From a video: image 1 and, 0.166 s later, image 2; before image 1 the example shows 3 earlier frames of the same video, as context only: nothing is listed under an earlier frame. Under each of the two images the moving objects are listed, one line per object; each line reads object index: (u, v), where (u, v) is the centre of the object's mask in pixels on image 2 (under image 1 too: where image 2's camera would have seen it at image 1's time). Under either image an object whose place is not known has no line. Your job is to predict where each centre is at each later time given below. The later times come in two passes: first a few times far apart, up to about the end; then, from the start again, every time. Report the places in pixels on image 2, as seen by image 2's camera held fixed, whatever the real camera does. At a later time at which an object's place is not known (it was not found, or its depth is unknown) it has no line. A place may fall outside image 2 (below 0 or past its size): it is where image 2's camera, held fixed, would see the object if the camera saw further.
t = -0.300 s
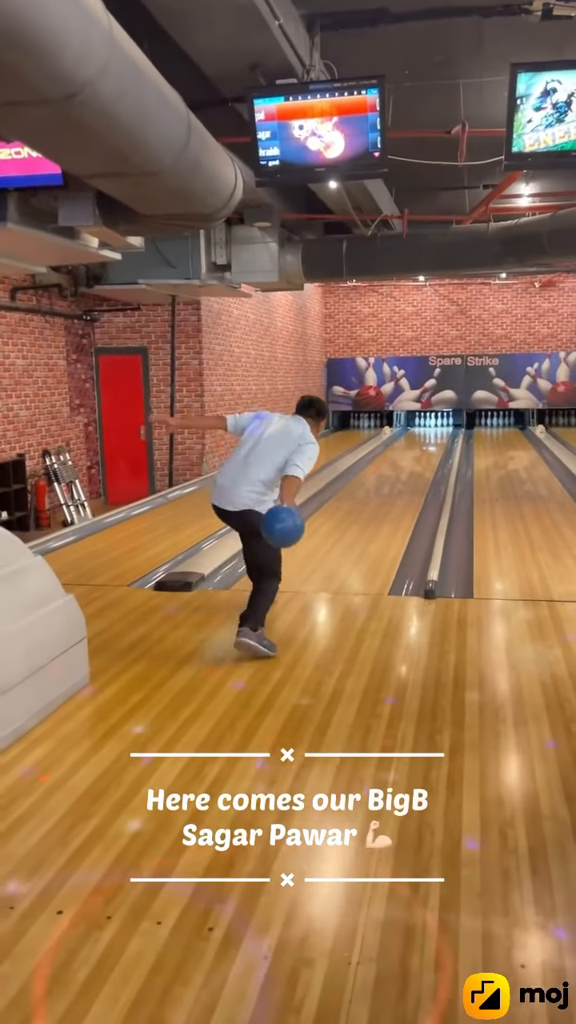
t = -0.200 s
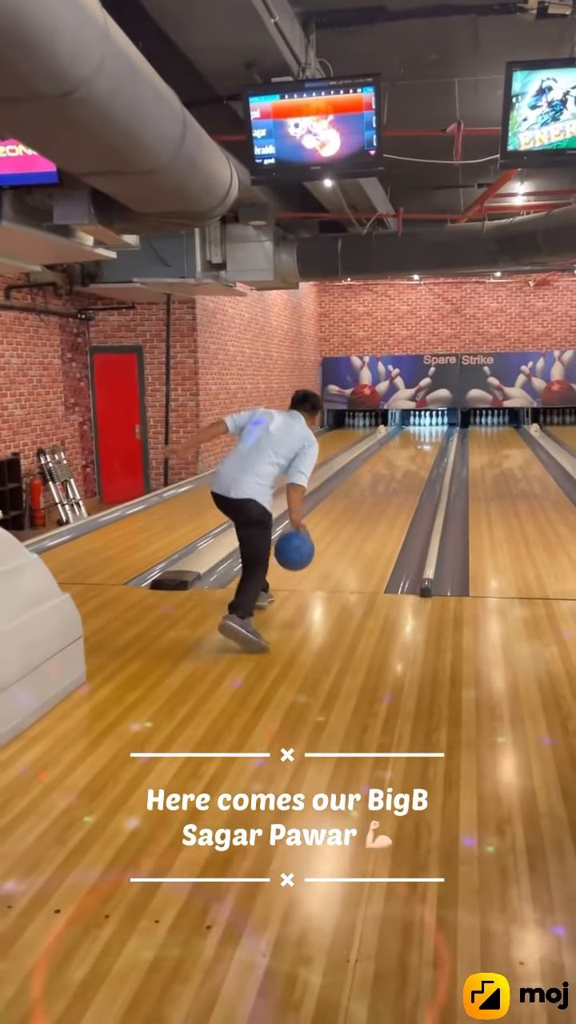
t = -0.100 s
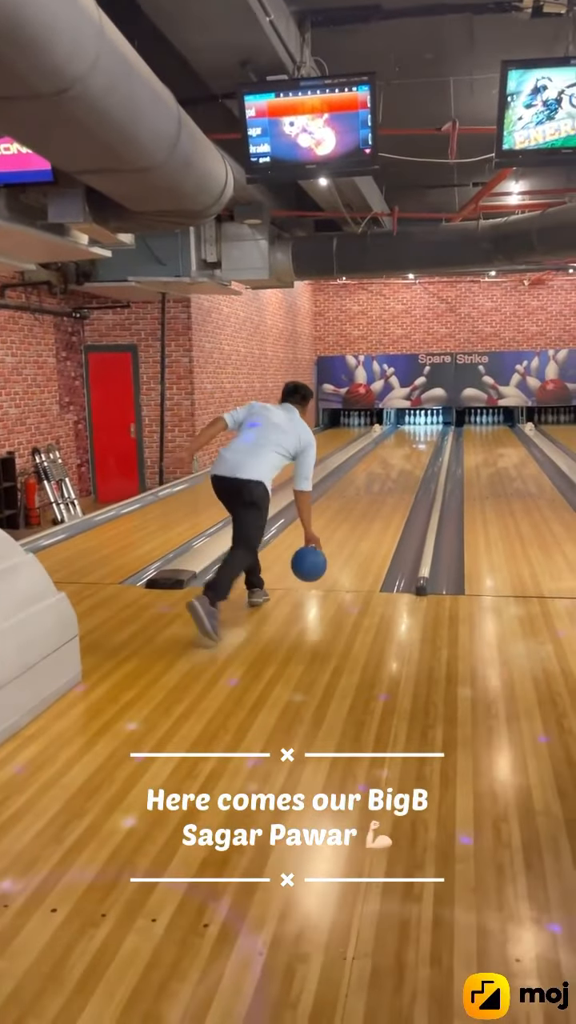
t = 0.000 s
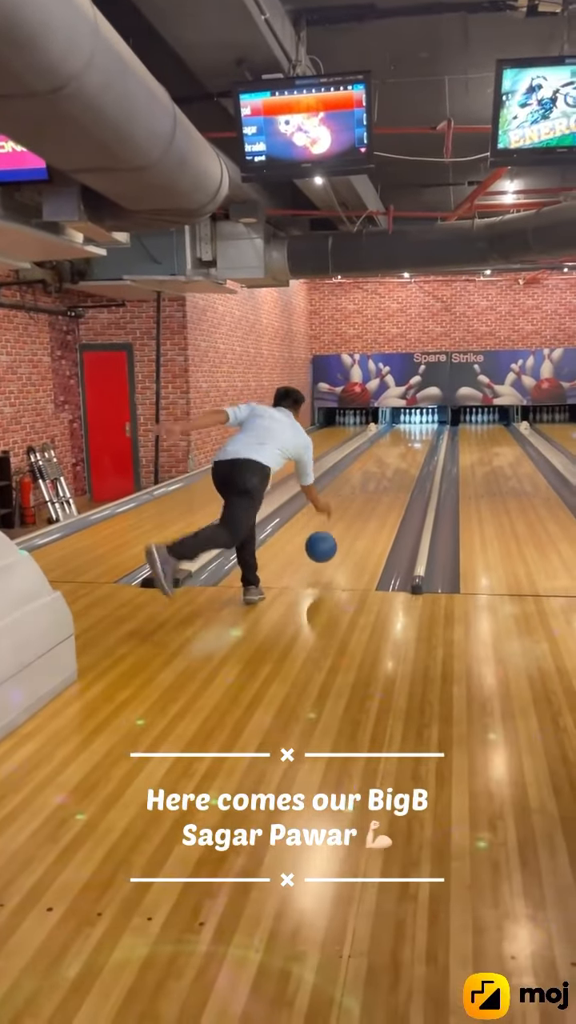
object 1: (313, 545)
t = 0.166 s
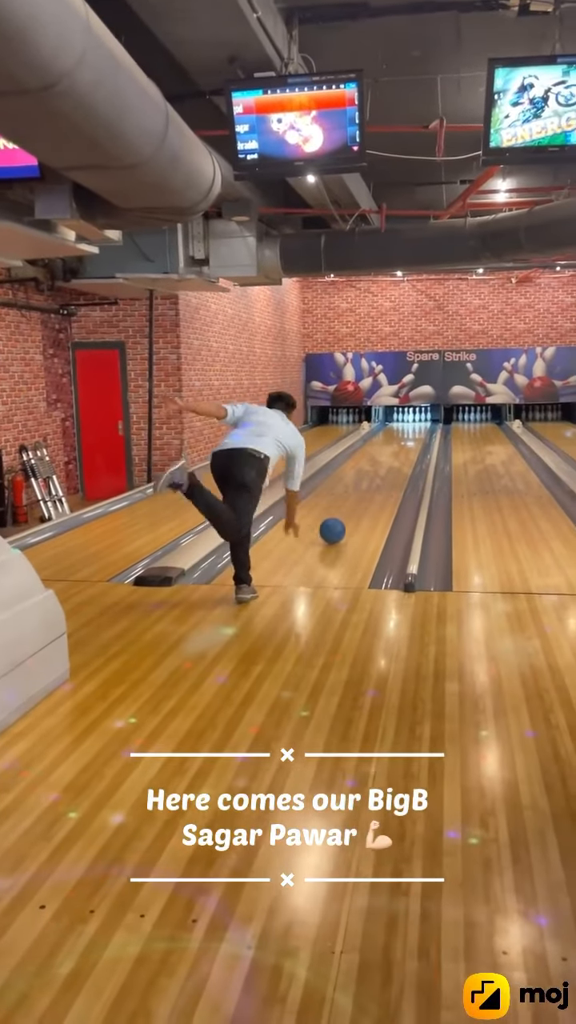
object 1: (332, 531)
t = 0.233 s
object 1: (338, 521)
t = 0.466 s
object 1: (351, 495)
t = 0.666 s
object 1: (358, 479)
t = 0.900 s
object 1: (364, 466)
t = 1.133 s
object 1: (367, 456)
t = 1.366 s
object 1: (368, 449)
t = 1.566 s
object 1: (368, 445)
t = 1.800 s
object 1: (368, 439)
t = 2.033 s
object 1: (369, 436)
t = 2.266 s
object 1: (371, 435)
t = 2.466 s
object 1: (375, 433)
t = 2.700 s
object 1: (380, 430)
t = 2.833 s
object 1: (381, 430)
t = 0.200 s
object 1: (335, 526)
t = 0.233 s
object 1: (338, 521)
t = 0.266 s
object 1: (340, 517)
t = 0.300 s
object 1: (342, 512)
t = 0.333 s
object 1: (344, 509)
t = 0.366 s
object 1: (346, 505)
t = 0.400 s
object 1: (348, 501)
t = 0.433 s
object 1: (350, 498)
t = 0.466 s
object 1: (351, 495)
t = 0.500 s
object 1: (353, 492)
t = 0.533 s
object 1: (354, 489)
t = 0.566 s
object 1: (355, 486)
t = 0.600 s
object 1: (356, 484)
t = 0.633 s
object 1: (358, 482)
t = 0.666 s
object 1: (358, 479)
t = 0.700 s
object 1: (360, 477)
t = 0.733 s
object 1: (360, 475)
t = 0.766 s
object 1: (361, 473)
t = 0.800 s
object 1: (362, 471)
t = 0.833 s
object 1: (363, 469)
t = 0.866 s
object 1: (363, 468)
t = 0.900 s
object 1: (364, 466)
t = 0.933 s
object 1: (364, 465)
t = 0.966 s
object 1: (365, 463)
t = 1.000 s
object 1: (365, 462)
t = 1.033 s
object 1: (366, 460)
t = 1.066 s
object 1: (366, 459)
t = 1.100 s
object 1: (366, 458)
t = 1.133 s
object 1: (367, 456)
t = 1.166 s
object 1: (367, 455)
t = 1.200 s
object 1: (367, 454)
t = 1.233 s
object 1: (367, 453)
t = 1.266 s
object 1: (367, 452)
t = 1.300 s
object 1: (367, 451)
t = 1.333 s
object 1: (368, 450)
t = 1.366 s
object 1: (368, 449)
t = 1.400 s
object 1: (368, 448)
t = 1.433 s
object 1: (368, 448)
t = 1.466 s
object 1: (368, 447)
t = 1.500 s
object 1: (368, 446)
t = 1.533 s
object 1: (368, 445)
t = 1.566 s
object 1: (368, 445)
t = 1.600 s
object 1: (368, 443)
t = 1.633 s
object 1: (368, 443)
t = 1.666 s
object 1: (368, 442)
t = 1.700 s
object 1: (368, 441)
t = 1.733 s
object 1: (368, 440)
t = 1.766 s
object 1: (368, 439)
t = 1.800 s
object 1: (368, 439)
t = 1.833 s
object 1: (368, 439)
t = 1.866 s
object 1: (368, 438)
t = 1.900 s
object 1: (368, 438)
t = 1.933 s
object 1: (369, 437)
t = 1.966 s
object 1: (369, 436)
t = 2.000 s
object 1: (369, 436)
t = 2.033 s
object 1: (369, 436)
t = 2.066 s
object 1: (369, 435)
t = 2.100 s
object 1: (370, 435)
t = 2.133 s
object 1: (369, 436)
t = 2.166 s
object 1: (369, 436)
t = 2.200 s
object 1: (369, 436)
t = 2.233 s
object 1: (371, 435)
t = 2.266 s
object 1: (371, 435)
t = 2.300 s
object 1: (373, 434)
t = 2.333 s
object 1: (373, 434)
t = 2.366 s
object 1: (374, 434)
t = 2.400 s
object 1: (373, 434)
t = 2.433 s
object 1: (374, 433)
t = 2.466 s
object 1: (375, 433)
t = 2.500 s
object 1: (375, 433)
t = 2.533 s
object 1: (376, 433)
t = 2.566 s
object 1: (376, 433)
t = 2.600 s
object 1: (377, 433)
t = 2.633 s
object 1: (378, 432)
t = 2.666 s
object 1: (380, 431)
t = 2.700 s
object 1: (380, 430)
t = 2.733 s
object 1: (380, 430)
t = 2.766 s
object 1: (381, 430)
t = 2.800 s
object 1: (381, 430)
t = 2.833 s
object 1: (381, 430)
